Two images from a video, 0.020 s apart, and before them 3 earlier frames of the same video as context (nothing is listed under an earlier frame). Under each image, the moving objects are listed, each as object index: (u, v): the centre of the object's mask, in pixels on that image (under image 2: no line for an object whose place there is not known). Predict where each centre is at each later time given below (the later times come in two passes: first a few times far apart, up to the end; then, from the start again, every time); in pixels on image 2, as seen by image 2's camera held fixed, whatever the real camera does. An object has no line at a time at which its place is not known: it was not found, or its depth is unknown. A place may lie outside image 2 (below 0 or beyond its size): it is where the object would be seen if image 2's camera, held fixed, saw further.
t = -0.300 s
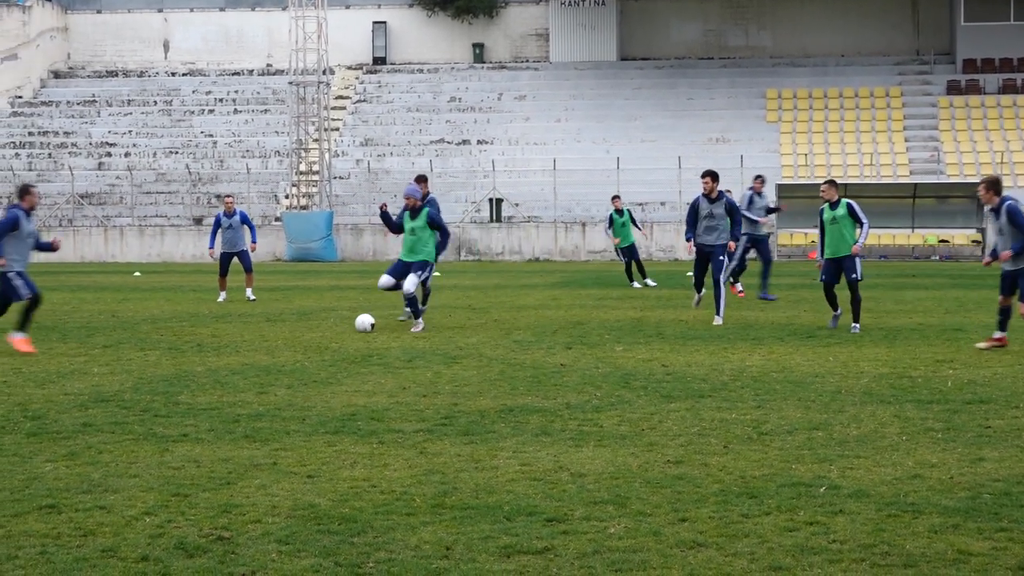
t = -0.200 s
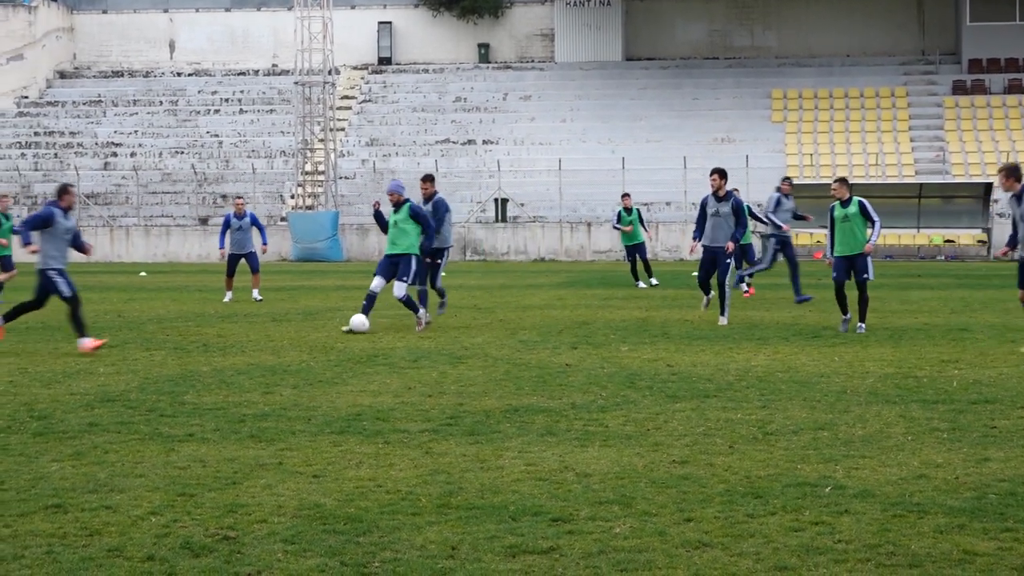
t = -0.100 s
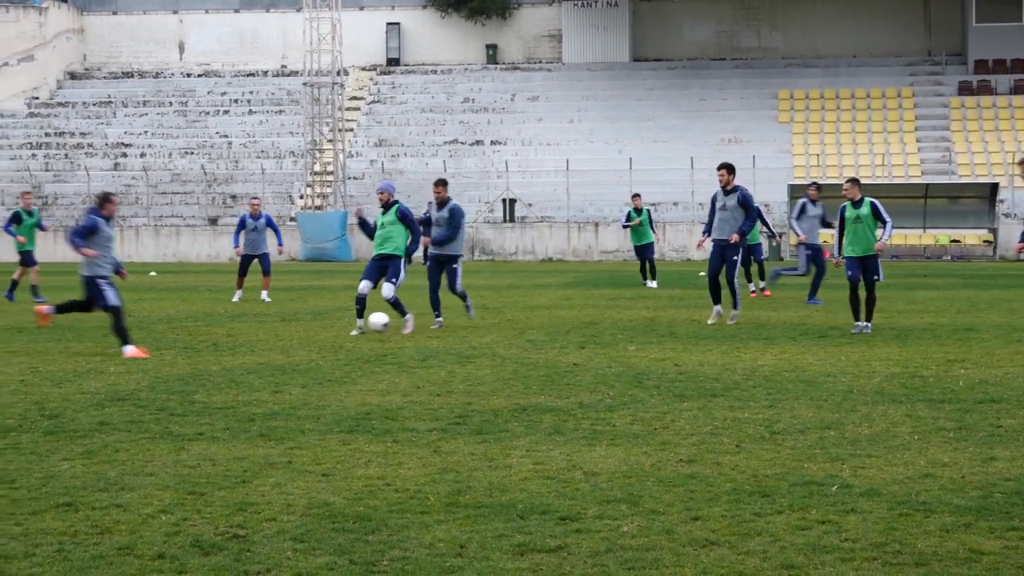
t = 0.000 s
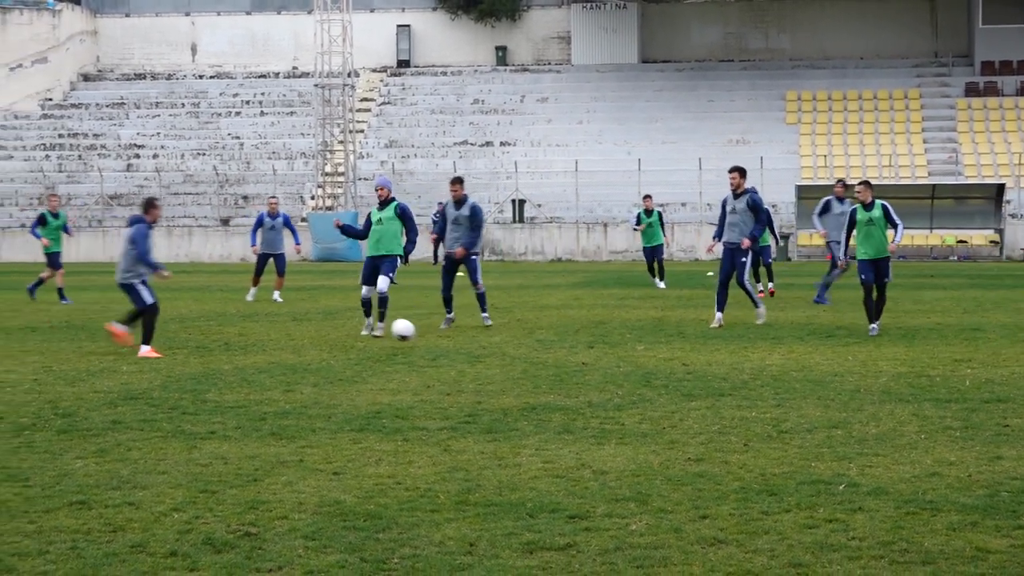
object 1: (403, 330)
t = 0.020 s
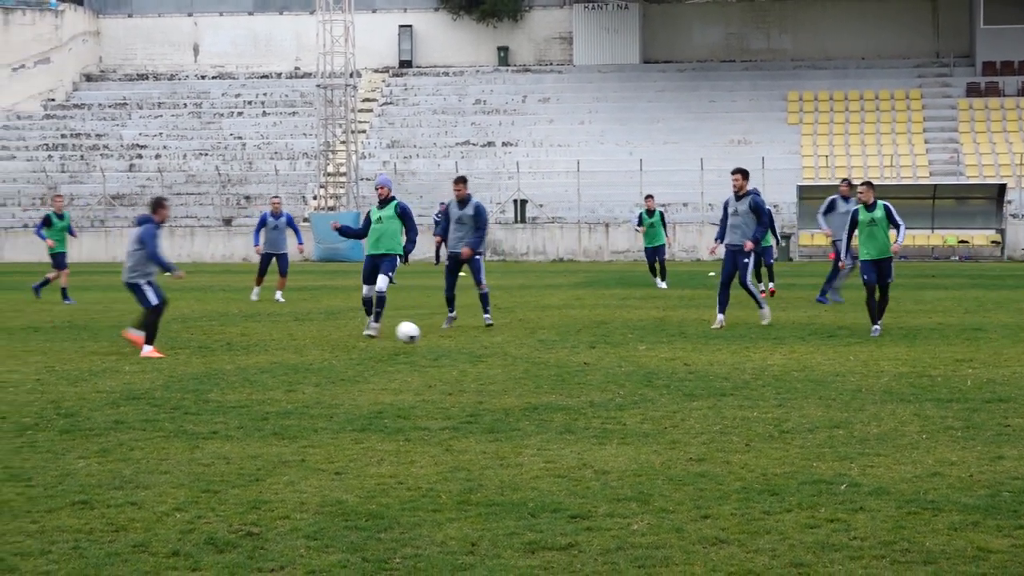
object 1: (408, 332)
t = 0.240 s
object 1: (447, 359)
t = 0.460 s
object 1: (492, 383)
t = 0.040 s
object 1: (411, 335)
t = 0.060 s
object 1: (414, 338)
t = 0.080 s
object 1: (418, 343)
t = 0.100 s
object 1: (421, 348)
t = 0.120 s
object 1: (425, 351)
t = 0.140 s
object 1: (429, 353)
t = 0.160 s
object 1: (432, 353)
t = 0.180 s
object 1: (435, 354)
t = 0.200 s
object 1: (439, 355)
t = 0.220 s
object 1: (443, 357)
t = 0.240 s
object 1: (447, 359)
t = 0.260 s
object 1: (451, 362)
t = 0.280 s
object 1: (455, 365)
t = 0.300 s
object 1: (458, 368)
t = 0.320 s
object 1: (462, 369)
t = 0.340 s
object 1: (466, 370)
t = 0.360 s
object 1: (470, 371)
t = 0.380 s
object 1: (475, 372)
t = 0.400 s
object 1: (479, 374)
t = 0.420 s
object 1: (483, 377)
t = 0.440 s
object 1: (487, 380)
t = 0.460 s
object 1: (492, 383)
